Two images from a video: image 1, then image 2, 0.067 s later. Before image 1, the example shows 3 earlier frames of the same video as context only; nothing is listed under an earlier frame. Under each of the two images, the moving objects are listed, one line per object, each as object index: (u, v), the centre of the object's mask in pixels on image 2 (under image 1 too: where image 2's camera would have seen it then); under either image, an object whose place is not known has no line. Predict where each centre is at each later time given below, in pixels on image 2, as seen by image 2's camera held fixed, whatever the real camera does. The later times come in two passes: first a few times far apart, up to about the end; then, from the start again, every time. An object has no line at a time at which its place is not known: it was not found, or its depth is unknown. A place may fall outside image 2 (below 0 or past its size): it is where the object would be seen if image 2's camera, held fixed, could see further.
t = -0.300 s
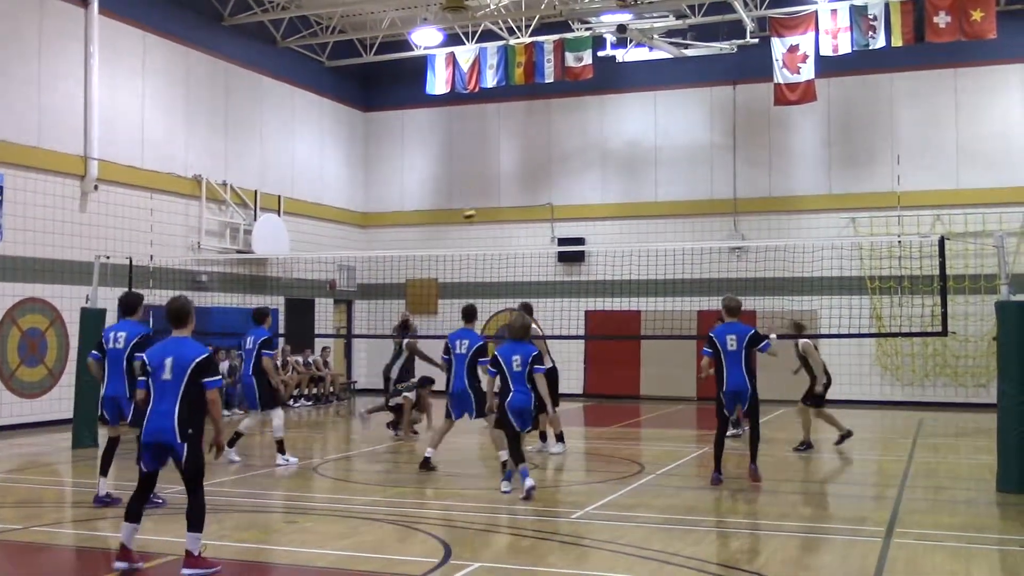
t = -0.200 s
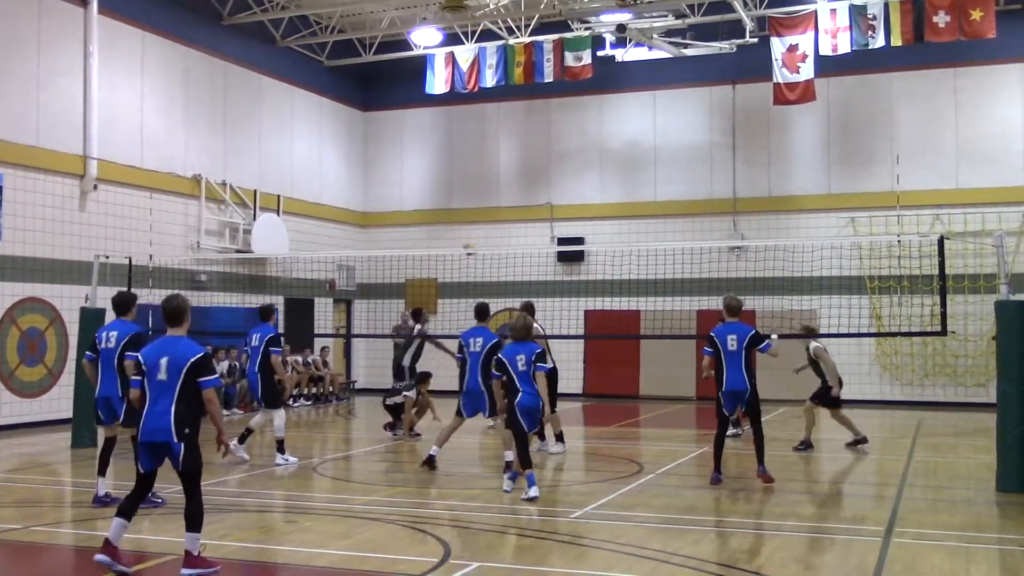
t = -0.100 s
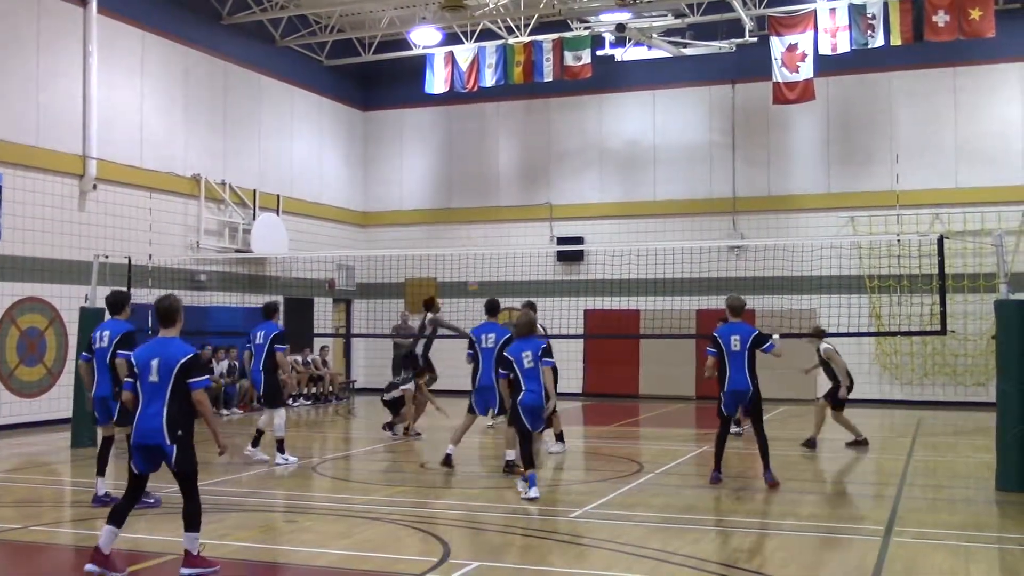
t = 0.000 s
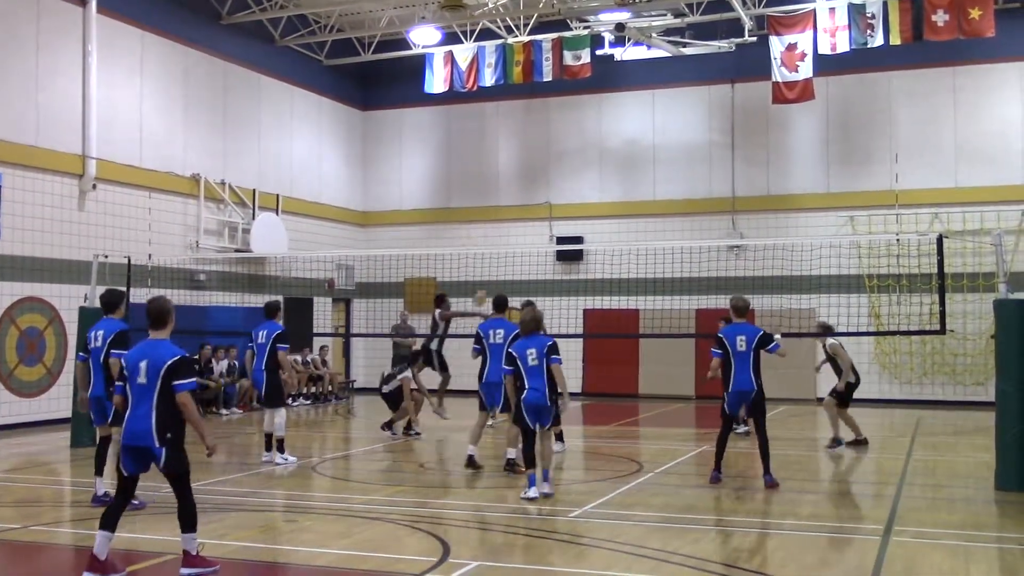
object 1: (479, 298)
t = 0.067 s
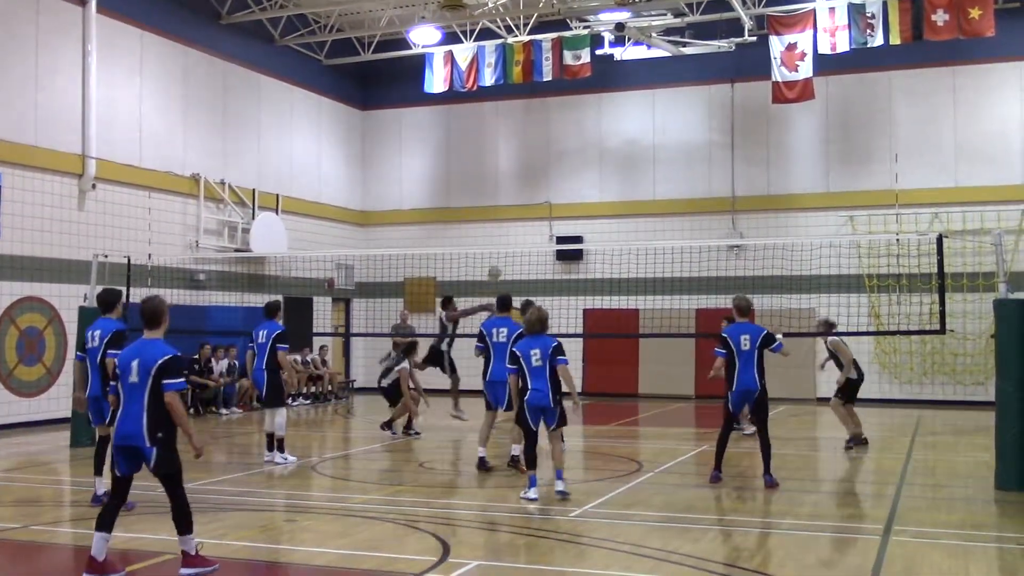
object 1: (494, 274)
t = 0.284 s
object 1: (544, 209)
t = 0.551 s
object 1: (601, 174)
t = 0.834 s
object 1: (664, 187)
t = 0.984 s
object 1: (698, 216)
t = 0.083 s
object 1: (498, 268)
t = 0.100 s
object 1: (501, 262)
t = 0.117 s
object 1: (505, 256)
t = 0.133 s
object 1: (509, 252)
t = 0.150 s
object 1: (513, 243)
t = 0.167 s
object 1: (517, 240)
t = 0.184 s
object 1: (520, 236)
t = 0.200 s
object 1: (524, 231)
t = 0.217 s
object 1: (528, 227)
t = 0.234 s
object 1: (531, 223)
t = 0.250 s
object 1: (535, 219)
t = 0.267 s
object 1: (539, 214)
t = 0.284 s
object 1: (544, 209)
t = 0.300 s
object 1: (546, 207)
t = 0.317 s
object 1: (549, 203)
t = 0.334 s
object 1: (553, 200)
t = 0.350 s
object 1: (556, 197)
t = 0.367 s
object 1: (561, 195)
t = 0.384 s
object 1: (564, 192)
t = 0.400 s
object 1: (568, 189)
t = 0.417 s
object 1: (572, 188)
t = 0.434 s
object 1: (576, 185)
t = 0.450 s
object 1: (579, 183)
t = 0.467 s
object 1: (583, 181)
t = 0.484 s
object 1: (587, 179)
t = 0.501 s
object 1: (590, 178)
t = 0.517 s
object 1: (594, 177)
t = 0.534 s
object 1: (598, 175)
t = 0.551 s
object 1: (601, 174)
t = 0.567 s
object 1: (605, 174)
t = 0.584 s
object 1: (609, 174)
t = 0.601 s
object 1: (612, 173)
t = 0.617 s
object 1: (616, 173)
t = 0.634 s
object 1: (620, 173)
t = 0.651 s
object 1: (624, 174)
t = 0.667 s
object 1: (627, 173)
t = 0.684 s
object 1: (630, 172)
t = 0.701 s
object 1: (634, 176)
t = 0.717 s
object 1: (638, 176)
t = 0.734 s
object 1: (642, 177)
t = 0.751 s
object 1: (646, 178)
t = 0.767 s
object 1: (649, 179)
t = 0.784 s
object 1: (653, 181)
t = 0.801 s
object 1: (657, 182)
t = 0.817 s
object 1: (661, 186)
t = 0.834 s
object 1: (664, 187)
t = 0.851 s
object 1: (669, 188)
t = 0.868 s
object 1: (671, 192)
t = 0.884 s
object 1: (675, 195)
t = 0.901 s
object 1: (679, 198)
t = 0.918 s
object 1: (682, 203)
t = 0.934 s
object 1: (687, 205)
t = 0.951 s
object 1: (691, 207)
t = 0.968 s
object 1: (694, 212)
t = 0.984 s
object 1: (698, 216)
